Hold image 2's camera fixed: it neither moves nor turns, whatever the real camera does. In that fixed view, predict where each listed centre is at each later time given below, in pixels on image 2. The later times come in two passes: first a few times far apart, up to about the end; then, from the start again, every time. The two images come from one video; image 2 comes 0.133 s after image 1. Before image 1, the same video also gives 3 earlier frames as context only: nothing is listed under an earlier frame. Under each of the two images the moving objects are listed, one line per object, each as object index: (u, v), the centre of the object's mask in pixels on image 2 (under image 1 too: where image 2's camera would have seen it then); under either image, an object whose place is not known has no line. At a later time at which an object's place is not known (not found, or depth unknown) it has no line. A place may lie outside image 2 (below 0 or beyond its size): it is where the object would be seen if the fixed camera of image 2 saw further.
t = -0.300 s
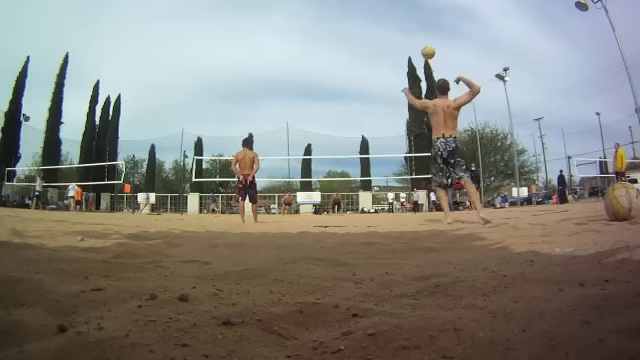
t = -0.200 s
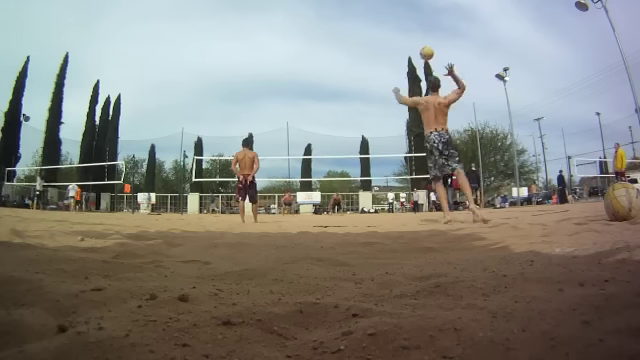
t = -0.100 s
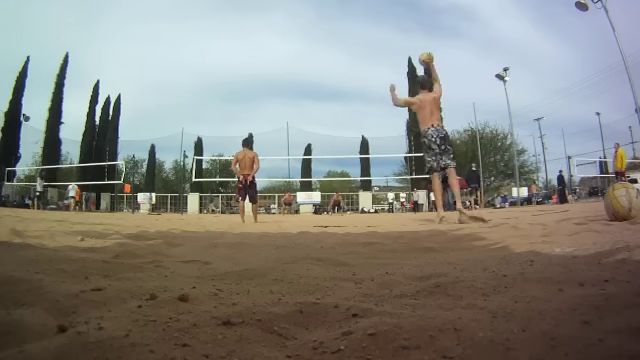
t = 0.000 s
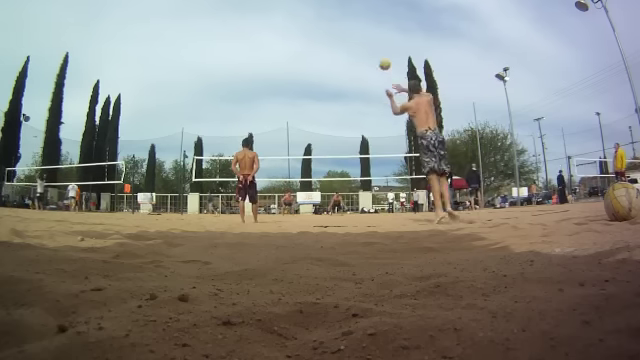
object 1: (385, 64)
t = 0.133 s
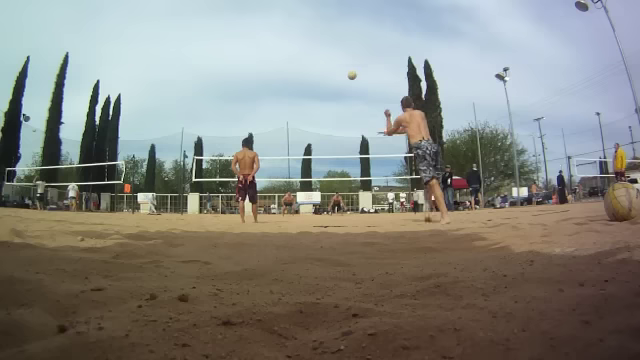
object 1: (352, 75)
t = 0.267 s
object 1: (331, 89)
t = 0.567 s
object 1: (305, 125)
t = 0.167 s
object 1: (346, 78)
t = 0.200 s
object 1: (340, 83)
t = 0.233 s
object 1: (335, 85)
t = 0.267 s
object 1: (331, 89)
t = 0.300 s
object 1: (327, 92)
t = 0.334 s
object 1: (323, 96)
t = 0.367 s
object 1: (320, 99)
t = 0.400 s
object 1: (317, 104)
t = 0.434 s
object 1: (314, 108)
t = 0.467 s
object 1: (312, 113)
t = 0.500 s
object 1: (309, 117)
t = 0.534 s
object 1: (307, 121)
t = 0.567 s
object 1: (305, 125)
